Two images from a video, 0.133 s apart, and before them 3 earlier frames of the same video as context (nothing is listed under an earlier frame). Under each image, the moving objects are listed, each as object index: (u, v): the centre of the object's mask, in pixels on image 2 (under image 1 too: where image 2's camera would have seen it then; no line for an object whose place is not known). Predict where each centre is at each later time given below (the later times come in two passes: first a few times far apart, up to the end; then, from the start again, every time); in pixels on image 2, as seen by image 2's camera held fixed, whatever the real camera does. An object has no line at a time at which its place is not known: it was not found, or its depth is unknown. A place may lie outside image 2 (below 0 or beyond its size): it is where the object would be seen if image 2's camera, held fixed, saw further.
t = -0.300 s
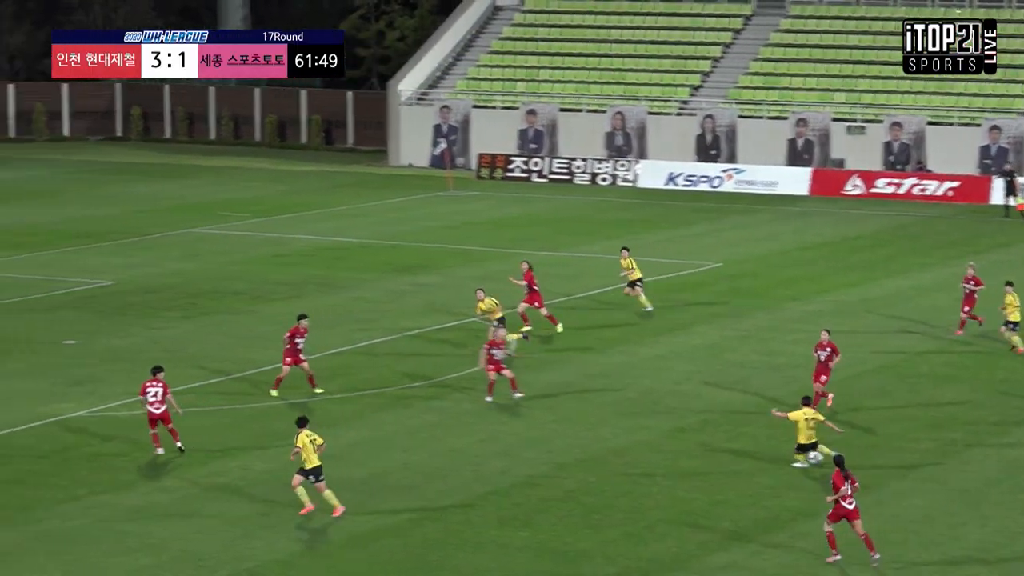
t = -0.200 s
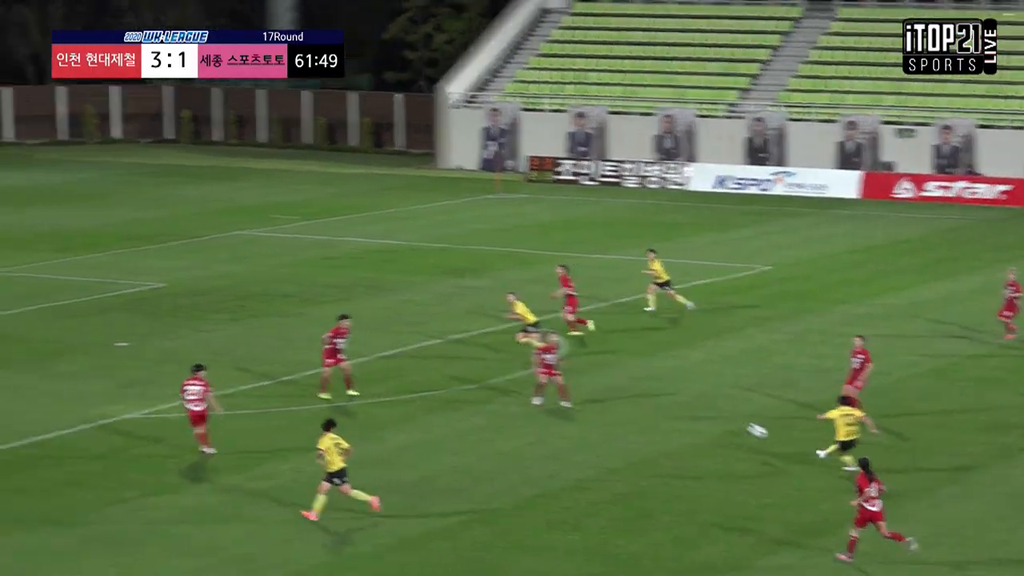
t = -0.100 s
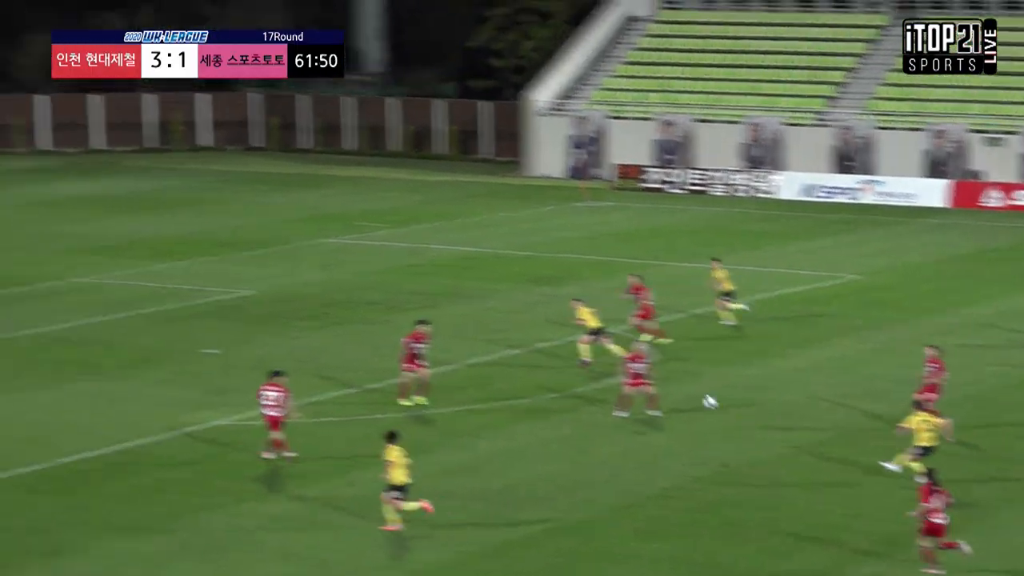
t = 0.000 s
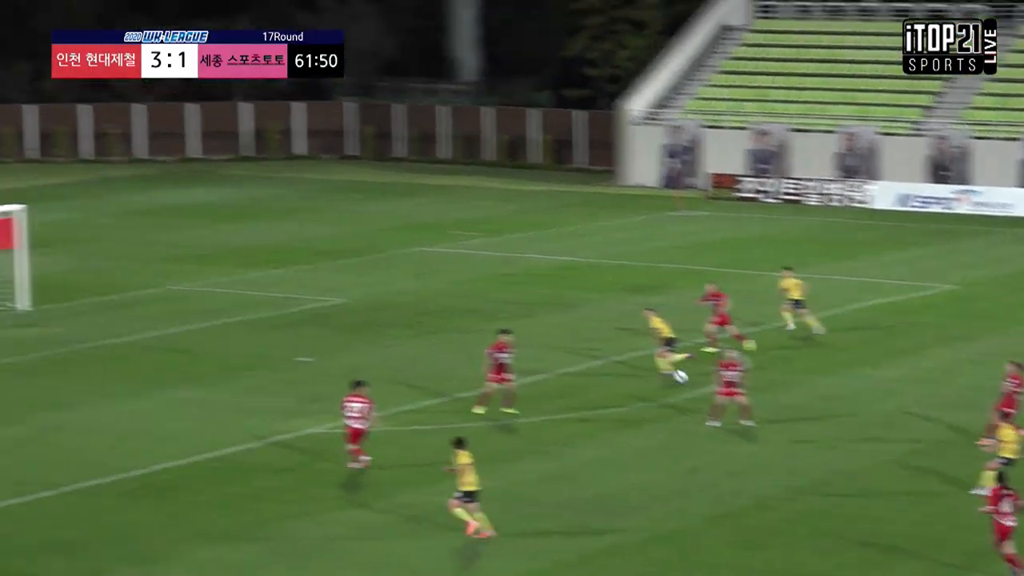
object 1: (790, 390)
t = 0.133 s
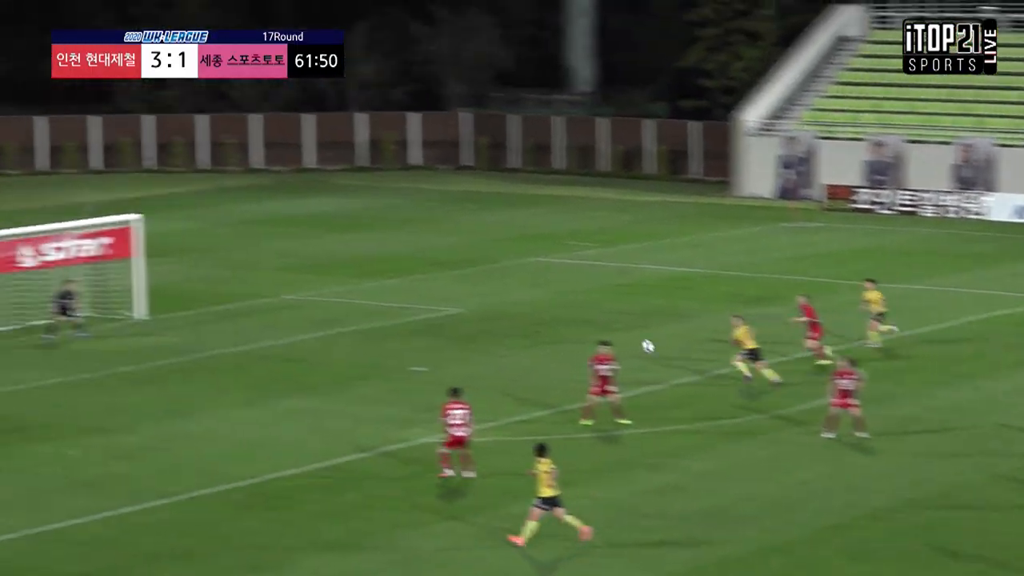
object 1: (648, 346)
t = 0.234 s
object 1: (550, 320)
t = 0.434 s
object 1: (375, 280)
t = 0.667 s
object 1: (195, 253)
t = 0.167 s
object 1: (615, 337)
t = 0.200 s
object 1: (582, 328)
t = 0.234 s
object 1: (550, 320)
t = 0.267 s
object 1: (520, 312)
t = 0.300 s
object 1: (490, 305)
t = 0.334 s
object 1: (461, 298)
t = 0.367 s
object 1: (431, 292)
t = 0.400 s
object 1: (403, 286)
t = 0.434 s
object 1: (375, 280)
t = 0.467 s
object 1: (348, 275)
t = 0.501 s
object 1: (321, 270)
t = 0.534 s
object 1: (295, 266)
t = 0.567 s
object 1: (269, 262)
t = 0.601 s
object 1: (244, 259)
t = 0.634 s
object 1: (219, 256)
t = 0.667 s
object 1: (195, 253)
